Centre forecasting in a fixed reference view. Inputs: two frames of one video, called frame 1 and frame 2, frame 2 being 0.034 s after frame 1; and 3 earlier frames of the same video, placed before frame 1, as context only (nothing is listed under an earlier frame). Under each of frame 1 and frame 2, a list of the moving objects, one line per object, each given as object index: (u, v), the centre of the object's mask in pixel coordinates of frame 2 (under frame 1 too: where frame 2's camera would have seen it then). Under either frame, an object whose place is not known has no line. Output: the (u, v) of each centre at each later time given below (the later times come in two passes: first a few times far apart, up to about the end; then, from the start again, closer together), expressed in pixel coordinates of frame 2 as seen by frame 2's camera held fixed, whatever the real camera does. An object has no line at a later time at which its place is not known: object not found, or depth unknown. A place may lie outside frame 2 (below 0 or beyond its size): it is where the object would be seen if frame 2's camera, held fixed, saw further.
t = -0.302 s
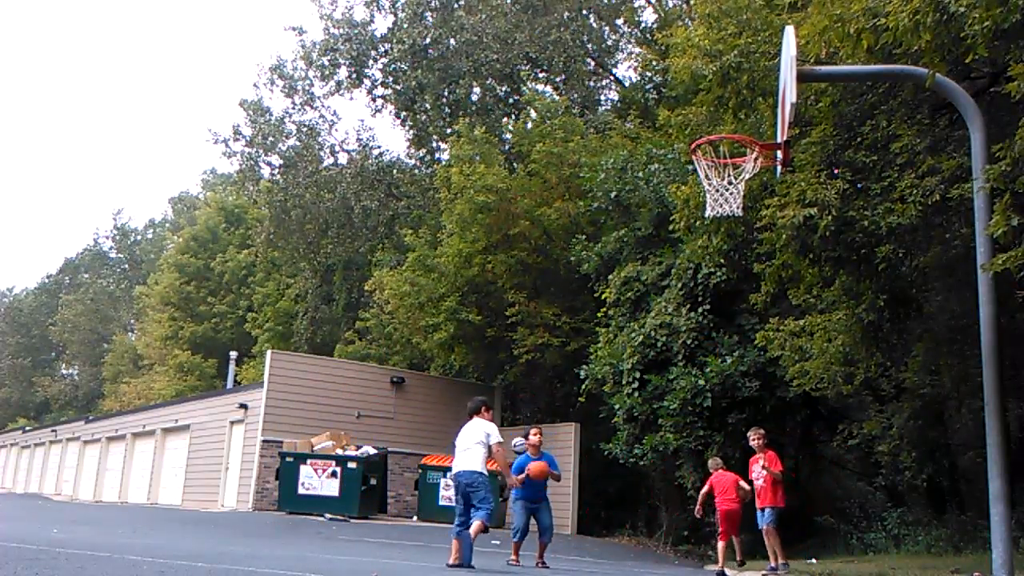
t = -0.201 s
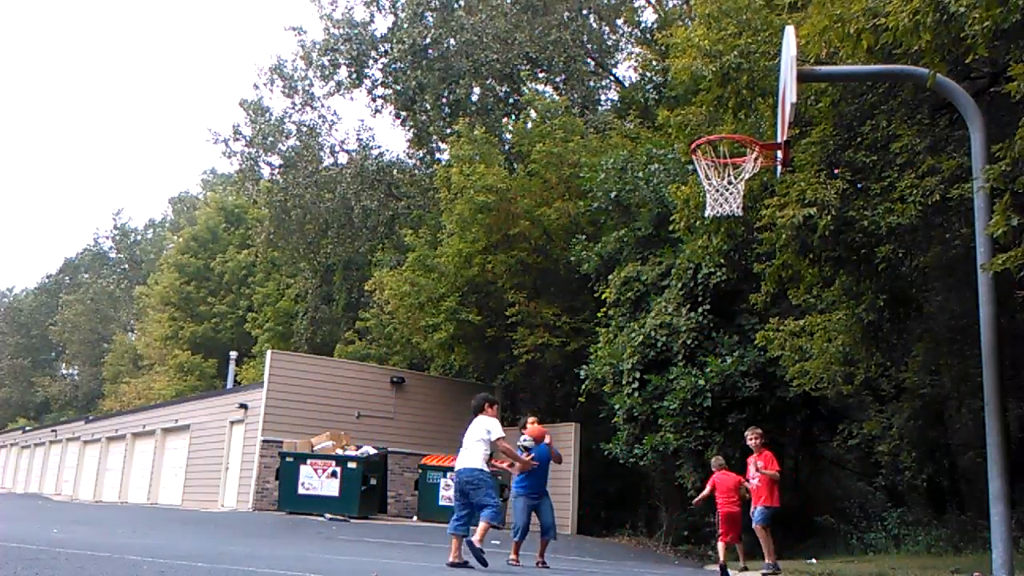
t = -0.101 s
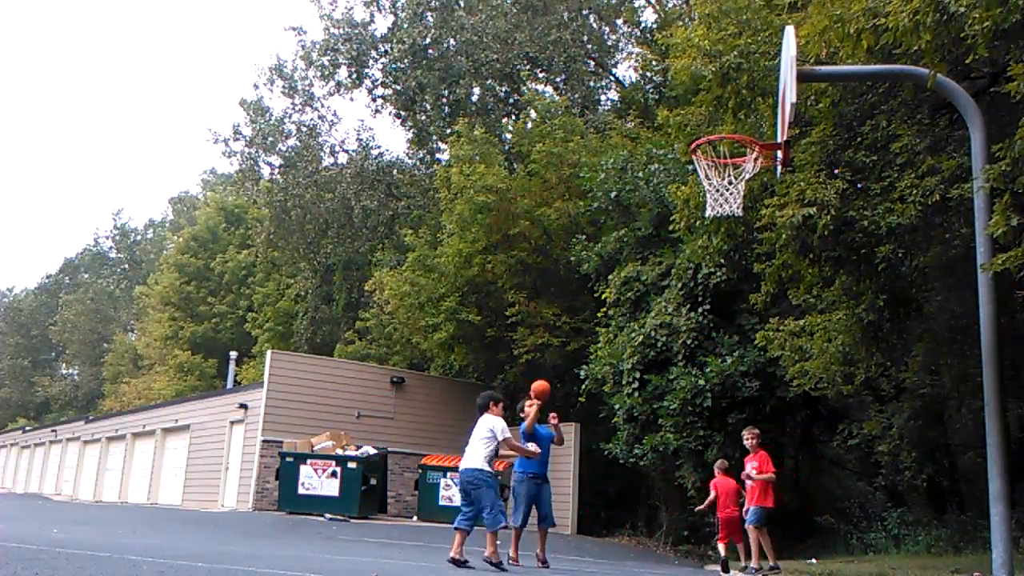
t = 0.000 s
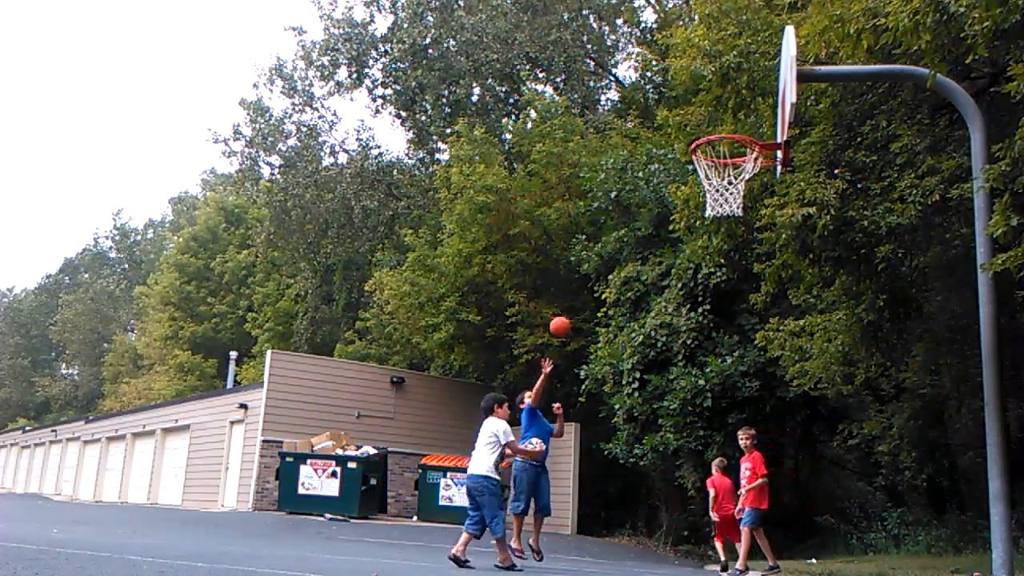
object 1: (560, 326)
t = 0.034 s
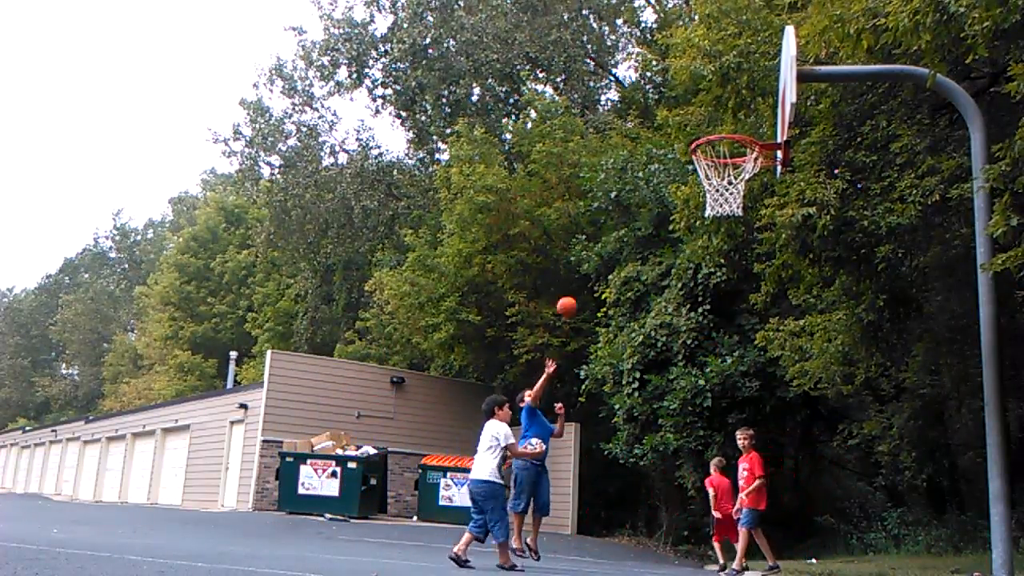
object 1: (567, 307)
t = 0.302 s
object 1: (625, 183)
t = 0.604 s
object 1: (698, 126)
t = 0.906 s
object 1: (715, 149)
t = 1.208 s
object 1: (691, 166)
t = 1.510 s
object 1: (699, 182)
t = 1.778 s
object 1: (734, 231)
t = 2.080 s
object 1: (778, 406)
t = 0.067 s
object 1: (574, 288)
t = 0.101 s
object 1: (580, 270)
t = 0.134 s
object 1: (588, 253)
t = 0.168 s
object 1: (595, 237)
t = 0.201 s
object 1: (603, 222)
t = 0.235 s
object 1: (610, 208)
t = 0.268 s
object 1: (617, 196)
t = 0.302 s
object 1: (625, 183)
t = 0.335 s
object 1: (632, 173)
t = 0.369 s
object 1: (640, 163)
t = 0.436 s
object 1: (655, 147)
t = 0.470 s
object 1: (664, 140)
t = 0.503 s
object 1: (673, 135)
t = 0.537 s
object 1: (681, 131)
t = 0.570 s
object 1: (690, 129)
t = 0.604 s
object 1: (698, 126)
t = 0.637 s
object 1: (707, 125)
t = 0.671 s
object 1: (717, 125)
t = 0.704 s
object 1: (727, 126)
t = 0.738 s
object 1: (738, 129)
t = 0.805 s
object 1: (734, 142)
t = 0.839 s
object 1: (719, 145)
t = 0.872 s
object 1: (708, 151)
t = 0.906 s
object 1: (715, 149)
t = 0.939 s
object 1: (727, 148)
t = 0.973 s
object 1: (736, 150)
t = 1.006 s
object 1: (739, 150)
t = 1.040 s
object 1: (735, 151)
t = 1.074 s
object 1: (726, 153)
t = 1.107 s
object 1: (716, 157)
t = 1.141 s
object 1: (706, 163)
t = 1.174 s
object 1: (698, 166)
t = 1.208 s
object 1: (691, 166)
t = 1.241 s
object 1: (689, 168)
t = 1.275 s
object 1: (688, 169)
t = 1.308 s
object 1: (687, 169)
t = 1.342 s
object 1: (687, 169)
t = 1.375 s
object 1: (689, 170)
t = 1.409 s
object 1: (689, 171)
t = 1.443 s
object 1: (691, 173)
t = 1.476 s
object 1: (695, 179)
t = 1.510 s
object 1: (699, 182)
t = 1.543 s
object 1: (703, 186)
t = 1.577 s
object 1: (705, 189)
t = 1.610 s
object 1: (710, 192)
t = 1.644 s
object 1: (713, 194)
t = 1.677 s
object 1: (720, 202)
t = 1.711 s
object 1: (724, 211)
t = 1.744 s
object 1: (729, 220)
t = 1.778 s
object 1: (734, 231)
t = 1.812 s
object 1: (739, 243)
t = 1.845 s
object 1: (743, 257)
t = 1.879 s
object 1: (748, 273)
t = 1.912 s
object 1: (753, 291)
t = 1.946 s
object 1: (758, 310)
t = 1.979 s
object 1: (763, 331)
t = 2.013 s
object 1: (768, 354)
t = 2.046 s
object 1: (773, 379)
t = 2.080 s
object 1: (778, 406)
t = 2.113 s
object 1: (783, 434)
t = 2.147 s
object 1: (788, 466)
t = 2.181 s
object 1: (793, 499)
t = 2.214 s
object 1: (798, 535)
